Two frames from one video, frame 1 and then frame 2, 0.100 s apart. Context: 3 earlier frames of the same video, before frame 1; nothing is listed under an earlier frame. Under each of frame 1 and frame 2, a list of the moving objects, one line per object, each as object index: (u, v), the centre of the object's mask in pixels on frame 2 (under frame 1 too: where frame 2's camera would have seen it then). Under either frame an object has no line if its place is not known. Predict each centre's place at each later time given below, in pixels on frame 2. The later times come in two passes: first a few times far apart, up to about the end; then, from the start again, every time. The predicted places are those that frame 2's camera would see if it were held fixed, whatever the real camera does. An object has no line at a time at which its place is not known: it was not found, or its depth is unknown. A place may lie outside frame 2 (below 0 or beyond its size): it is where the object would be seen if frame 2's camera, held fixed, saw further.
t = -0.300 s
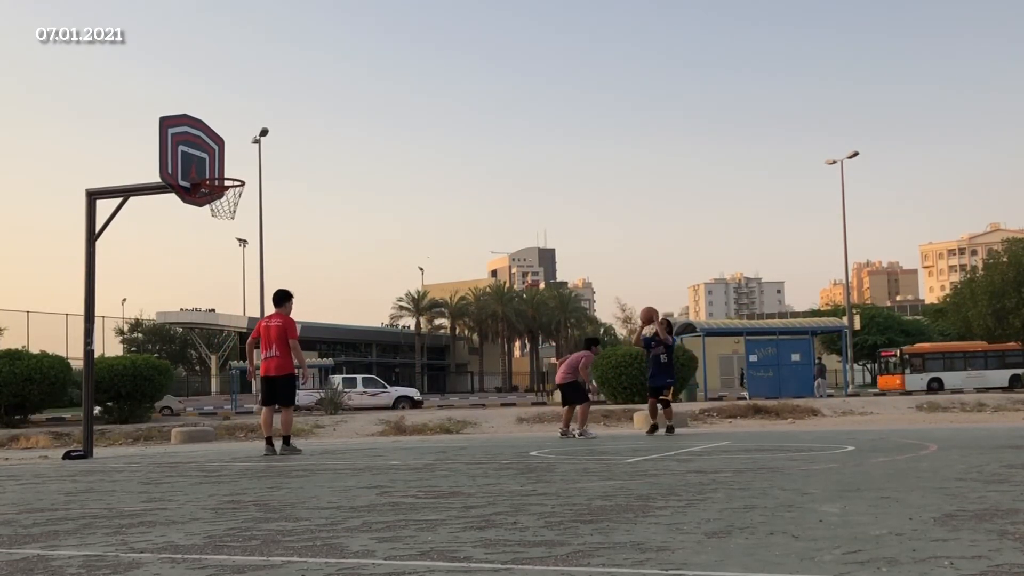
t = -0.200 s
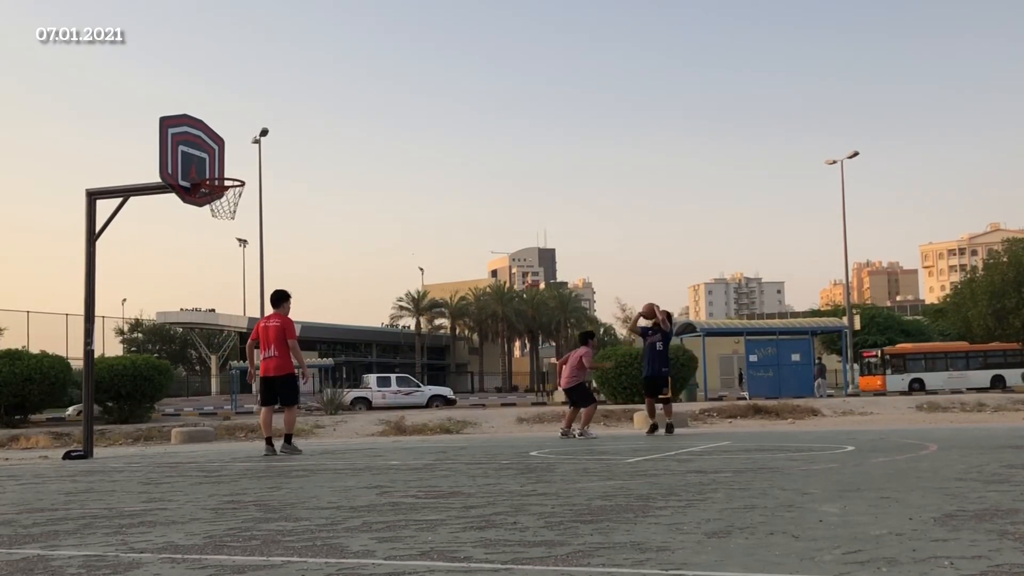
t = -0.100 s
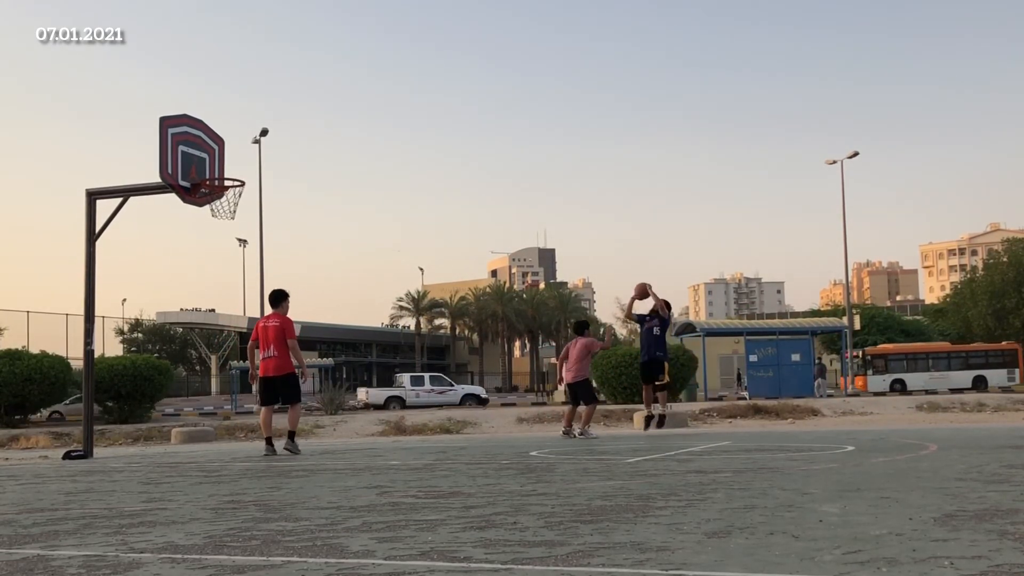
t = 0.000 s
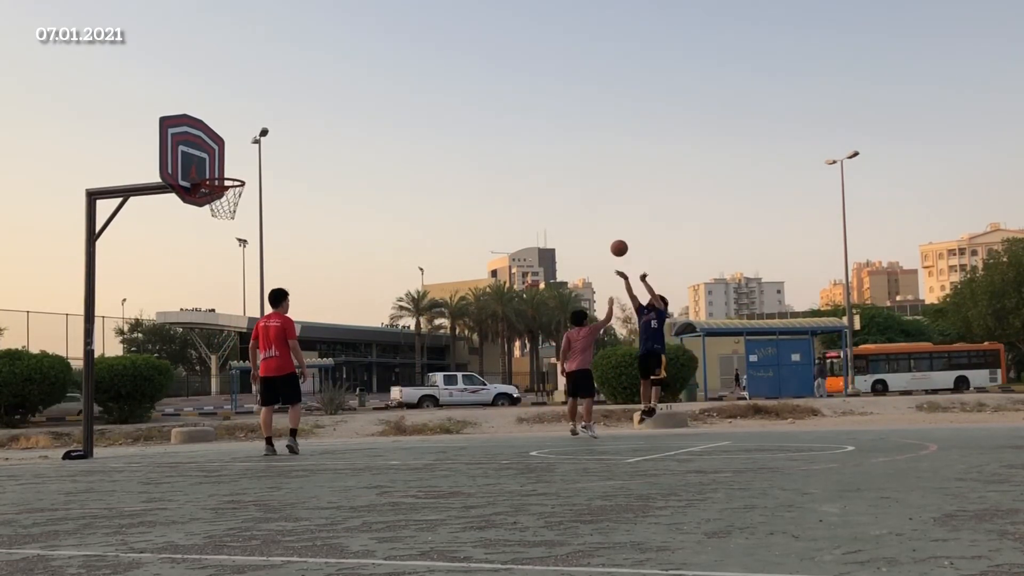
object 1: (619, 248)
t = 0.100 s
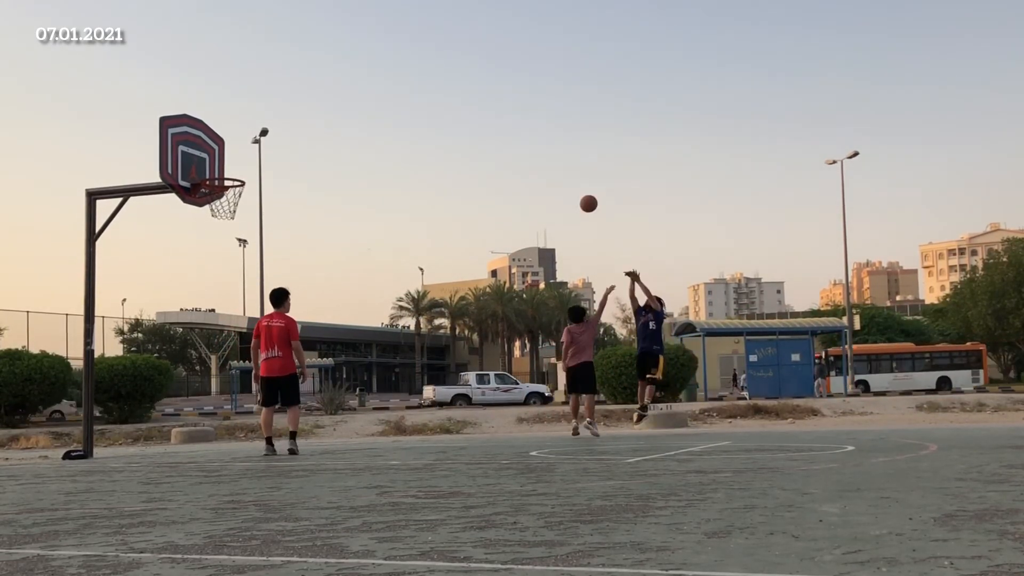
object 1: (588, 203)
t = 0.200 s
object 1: (557, 165)
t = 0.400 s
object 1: (494, 106)
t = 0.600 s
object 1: (427, 75)
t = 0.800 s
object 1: (357, 74)
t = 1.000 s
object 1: (283, 106)
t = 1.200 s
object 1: (207, 170)
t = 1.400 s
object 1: (208, 96)
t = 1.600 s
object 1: (208, 58)
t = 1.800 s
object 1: (210, 54)
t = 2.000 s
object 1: (212, 83)
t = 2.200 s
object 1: (214, 112)
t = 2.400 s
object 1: (219, 102)
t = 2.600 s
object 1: (224, 124)
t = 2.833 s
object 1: (232, 191)
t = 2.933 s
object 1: (233, 225)
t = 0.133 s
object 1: (578, 190)
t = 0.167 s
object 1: (568, 177)
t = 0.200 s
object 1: (557, 165)
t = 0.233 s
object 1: (547, 153)
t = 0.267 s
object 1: (536, 142)
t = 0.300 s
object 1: (526, 132)
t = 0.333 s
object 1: (515, 123)
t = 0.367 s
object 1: (505, 114)
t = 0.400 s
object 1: (494, 106)
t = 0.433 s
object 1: (483, 99)
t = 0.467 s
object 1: (472, 93)
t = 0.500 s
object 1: (461, 87)
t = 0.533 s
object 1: (450, 82)
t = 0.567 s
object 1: (438, 78)
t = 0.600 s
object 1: (427, 75)
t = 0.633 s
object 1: (416, 72)
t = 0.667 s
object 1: (404, 71)
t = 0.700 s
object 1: (392, 70)
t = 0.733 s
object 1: (380, 71)
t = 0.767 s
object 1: (369, 72)
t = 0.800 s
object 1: (357, 74)
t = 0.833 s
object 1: (345, 77)
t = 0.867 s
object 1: (332, 81)
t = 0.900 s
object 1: (320, 86)
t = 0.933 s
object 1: (308, 92)
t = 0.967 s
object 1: (295, 98)
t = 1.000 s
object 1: (283, 106)
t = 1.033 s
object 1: (270, 115)
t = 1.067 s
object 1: (258, 126)
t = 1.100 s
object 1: (244, 136)
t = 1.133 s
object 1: (231, 148)
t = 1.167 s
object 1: (218, 162)
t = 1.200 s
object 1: (207, 170)
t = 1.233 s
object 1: (207, 156)
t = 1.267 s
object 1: (206, 143)
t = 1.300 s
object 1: (208, 129)
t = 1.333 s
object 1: (207, 117)
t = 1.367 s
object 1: (208, 106)
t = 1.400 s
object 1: (208, 96)
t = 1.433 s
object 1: (208, 87)
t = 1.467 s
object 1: (208, 79)
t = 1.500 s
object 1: (208, 72)
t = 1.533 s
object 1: (208, 66)
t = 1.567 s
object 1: (208, 61)
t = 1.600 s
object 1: (208, 58)
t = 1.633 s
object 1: (208, 54)
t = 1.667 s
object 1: (209, 52)
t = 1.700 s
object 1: (209, 51)
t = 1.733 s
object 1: (209, 51)
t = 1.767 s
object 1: (209, 52)
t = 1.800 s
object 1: (210, 54)
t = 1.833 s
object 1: (210, 56)
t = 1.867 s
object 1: (210, 60)
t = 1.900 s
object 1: (211, 64)
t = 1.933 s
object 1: (211, 69)
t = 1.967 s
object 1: (211, 76)
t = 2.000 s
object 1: (212, 83)
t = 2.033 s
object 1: (212, 91)
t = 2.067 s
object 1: (212, 99)
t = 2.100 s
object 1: (213, 109)
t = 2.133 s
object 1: (214, 120)
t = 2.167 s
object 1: (214, 117)
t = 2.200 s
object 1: (214, 112)
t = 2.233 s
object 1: (215, 108)
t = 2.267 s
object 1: (216, 105)
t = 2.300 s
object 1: (217, 103)
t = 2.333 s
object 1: (218, 102)
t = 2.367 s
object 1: (218, 101)
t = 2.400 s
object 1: (219, 102)
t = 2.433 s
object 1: (220, 103)
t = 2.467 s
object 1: (221, 106)
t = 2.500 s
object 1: (222, 109)
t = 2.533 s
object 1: (223, 113)
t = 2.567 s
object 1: (223, 118)
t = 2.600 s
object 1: (224, 124)
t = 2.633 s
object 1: (225, 130)
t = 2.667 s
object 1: (227, 137)
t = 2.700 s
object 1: (229, 146)
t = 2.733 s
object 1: (230, 155)
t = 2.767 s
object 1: (231, 165)
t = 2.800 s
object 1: (231, 175)
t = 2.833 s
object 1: (232, 191)
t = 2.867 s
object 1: (232, 199)
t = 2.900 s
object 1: (232, 212)
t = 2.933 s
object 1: (233, 225)
